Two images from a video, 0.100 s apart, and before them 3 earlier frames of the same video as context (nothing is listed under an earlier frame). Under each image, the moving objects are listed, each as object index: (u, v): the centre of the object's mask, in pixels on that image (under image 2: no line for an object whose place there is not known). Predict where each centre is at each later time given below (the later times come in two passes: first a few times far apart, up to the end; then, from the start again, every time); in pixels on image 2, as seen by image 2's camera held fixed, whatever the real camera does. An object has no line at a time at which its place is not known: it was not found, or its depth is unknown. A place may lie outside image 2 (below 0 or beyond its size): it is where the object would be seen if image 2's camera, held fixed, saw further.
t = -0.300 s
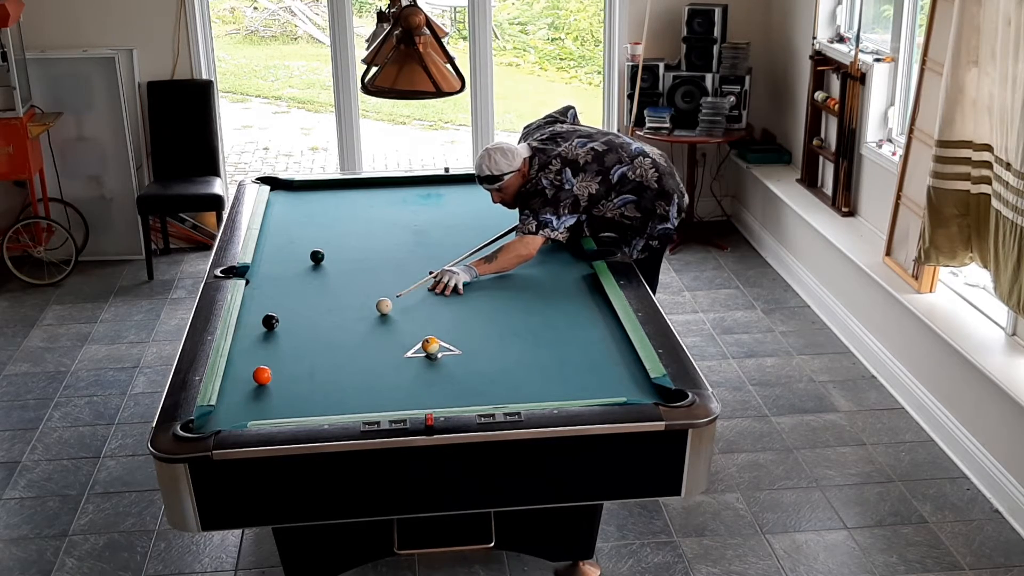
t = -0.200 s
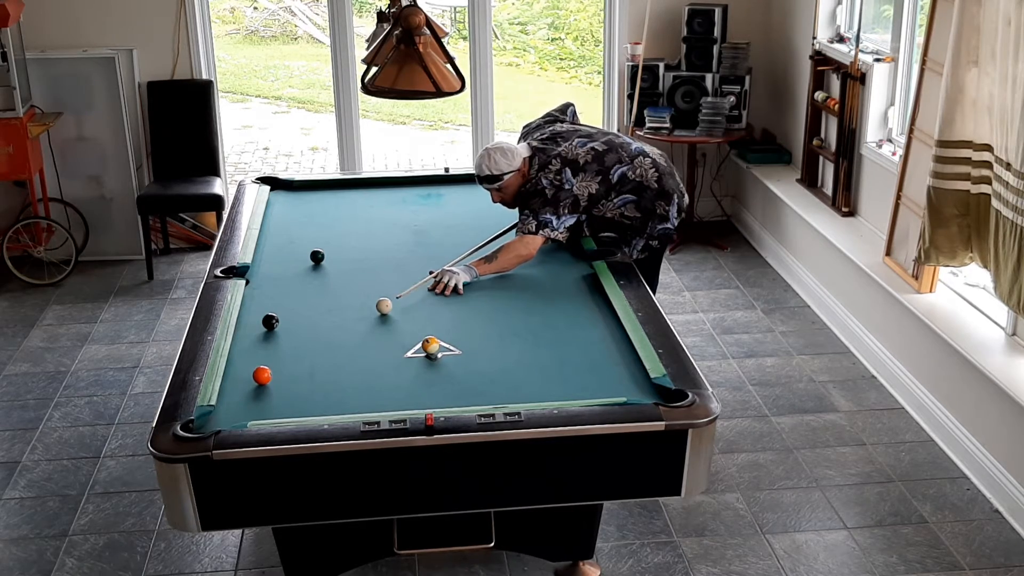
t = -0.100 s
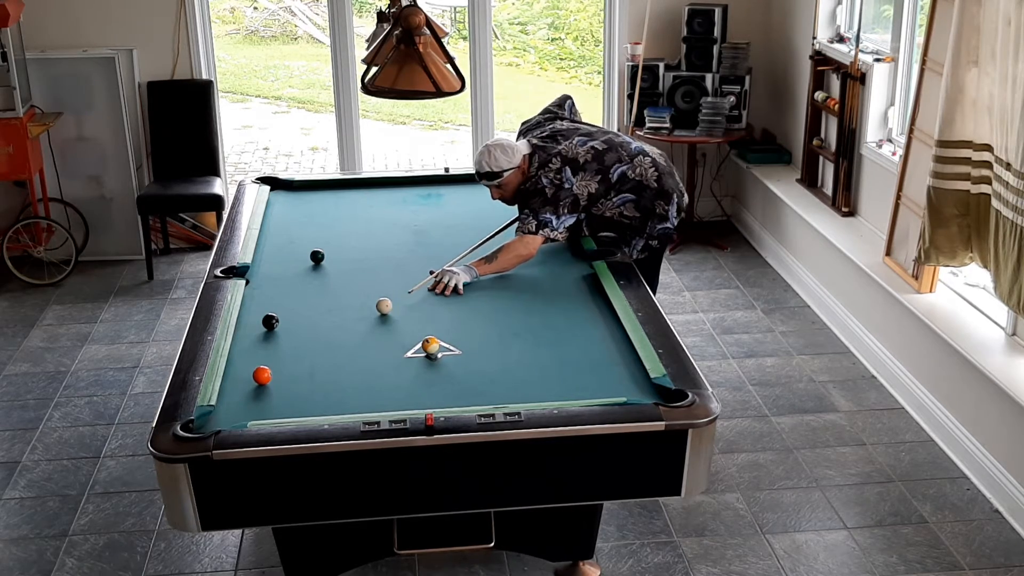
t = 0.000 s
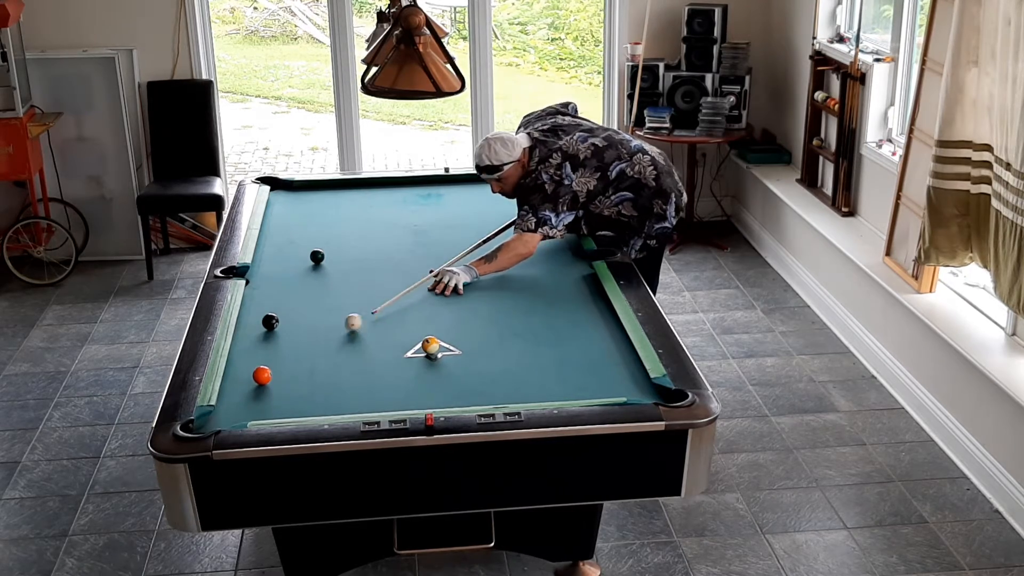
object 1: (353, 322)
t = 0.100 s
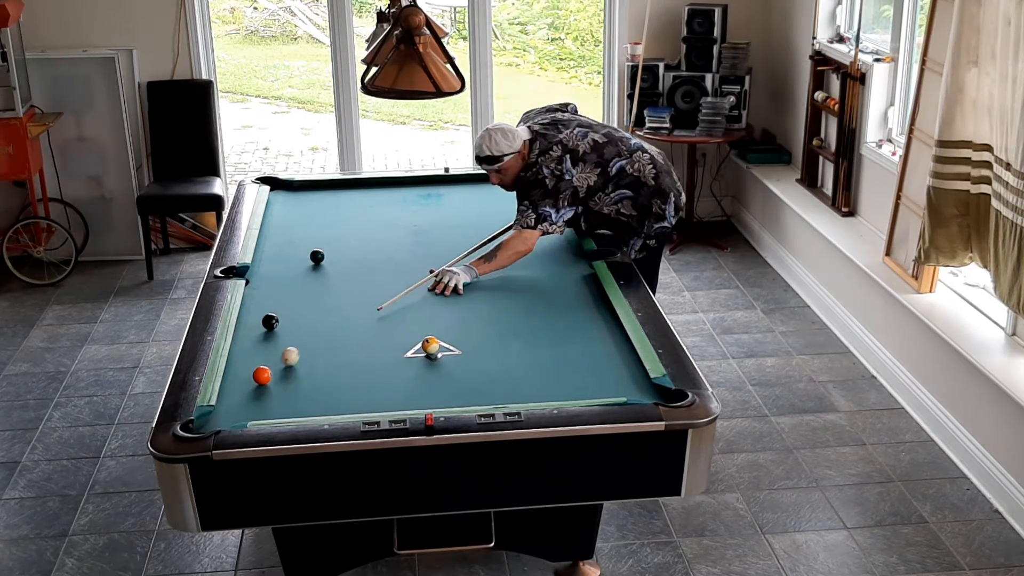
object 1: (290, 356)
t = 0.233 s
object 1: (249, 367)
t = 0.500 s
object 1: (247, 360)
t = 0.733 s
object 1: (263, 352)
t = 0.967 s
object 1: (277, 345)
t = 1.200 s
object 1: (290, 340)
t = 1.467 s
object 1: (302, 334)
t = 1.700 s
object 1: (312, 330)
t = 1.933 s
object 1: (321, 326)
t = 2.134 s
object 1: (328, 322)
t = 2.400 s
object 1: (335, 319)
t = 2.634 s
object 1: (340, 317)
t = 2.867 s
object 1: (343, 315)
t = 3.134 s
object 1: (346, 314)
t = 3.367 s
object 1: (348, 313)
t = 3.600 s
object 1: (348, 312)
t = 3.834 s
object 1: (348, 313)
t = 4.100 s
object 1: (348, 313)
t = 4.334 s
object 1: (348, 313)
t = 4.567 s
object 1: (348, 313)
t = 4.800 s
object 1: (348, 313)
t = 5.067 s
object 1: (348, 313)
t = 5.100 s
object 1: (348, 313)
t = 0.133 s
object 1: (271, 366)
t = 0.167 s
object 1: (261, 368)
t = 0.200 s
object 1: (254, 367)
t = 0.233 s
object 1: (249, 367)
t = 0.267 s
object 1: (244, 366)
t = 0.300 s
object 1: (239, 366)
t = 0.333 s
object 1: (235, 365)
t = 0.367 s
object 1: (238, 364)
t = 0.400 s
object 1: (241, 363)
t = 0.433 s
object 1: (243, 362)
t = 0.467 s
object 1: (245, 361)
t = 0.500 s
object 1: (247, 360)
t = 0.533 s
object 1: (250, 358)
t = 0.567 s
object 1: (252, 357)
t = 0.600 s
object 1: (254, 356)
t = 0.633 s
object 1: (256, 355)
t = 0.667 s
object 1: (259, 354)
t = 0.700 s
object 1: (261, 353)
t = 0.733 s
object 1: (263, 352)
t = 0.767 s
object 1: (265, 351)
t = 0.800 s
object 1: (267, 350)
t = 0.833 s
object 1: (269, 349)
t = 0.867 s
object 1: (271, 348)
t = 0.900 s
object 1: (273, 347)
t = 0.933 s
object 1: (275, 346)
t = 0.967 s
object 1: (277, 345)
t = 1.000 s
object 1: (279, 345)
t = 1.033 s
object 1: (280, 344)
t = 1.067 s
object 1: (282, 343)
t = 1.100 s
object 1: (284, 342)
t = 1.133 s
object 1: (286, 341)
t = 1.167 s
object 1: (288, 341)
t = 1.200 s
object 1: (290, 340)
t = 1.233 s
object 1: (291, 339)
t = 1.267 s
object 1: (293, 338)
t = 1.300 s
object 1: (294, 338)
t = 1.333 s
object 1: (296, 337)
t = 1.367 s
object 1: (298, 336)
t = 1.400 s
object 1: (299, 335)
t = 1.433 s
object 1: (301, 335)
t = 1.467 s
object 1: (302, 334)
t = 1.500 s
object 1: (304, 333)
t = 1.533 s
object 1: (305, 333)
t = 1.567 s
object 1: (306, 332)
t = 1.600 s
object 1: (308, 331)
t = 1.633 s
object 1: (309, 331)
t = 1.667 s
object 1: (311, 330)
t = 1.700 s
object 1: (312, 330)
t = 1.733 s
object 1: (313, 329)
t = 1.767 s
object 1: (314, 328)
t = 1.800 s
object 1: (316, 328)
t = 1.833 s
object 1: (317, 327)
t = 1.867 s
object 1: (318, 327)
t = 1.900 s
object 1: (319, 326)
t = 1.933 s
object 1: (321, 326)
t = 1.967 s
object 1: (322, 325)
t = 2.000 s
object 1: (323, 325)
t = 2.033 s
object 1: (324, 324)
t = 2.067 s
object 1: (325, 323)
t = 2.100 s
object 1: (327, 323)
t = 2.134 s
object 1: (328, 322)
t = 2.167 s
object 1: (329, 322)
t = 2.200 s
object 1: (330, 321)
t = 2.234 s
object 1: (331, 321)
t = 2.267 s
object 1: (332, 321)
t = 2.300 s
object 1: (332, 320)
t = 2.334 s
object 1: (333, 320)
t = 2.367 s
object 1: (334, 319)
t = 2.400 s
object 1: (335, 319)
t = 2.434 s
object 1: (336, 319)
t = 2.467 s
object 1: (336, 318)
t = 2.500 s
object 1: (337, 318)
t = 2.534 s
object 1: (338, 318)
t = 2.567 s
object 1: (338, 317)
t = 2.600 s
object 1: (339, 317)
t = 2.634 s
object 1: (340, 317)
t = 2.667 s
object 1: (341, 317)
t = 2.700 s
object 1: (341, 316)
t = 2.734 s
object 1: (341, 316)
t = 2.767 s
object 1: (342, 316)
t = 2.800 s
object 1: (343, 316)
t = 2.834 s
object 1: (343, 316)
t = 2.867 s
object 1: (343, 315)
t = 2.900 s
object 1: (344, 315)
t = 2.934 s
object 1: (344, 315)
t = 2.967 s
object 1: (345, 315)
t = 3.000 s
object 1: (345, 314)
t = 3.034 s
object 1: (345, 314)
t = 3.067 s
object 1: (346, 314)
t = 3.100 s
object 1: (346, 314)
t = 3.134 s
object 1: (346, 314)
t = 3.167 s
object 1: (347, 314)
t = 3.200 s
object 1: (347, 313)
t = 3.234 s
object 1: (347, 313)
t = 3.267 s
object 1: (347, 313)
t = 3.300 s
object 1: (348, 313)
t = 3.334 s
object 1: (348, 313)
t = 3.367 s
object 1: (348, 313)
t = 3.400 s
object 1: (348, 313)
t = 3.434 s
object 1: (348, 313)
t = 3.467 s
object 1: (348, 313)
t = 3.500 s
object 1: (348, 312)
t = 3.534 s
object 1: (348, 313)
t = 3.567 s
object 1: (348, 312)
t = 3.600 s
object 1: (348, 312)
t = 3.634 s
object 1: (348, 312)
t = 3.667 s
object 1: (348, 312)
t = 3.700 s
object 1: (348, 312)
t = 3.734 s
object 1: (348, 312)
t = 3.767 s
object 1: (348, 312)
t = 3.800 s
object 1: (348, 313)
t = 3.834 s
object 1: (348, 313)
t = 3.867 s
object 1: (348, 313)
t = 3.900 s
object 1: (348, 313)
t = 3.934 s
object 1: (348, 313)
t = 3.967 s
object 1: (348, 313)
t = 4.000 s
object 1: (348, 313)
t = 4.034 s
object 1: (348, 313)
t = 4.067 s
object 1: (348, 313)
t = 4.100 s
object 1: (348, 313)
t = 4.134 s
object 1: (348, 313)
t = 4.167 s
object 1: (348, 313)
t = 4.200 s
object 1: (348, 313)
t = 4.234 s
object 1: (348, 313)
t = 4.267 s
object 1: (348, 313)
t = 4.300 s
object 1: (348, 313)
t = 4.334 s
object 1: (348, 313)
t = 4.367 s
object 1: (348, 313)
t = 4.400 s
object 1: (348, 313)
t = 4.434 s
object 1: (348, 313)
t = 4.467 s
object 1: (348, 313)
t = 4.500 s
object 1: (348, 313)
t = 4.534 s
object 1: (348, 313)
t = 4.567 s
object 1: (348, 313)
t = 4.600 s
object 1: (348, 313)
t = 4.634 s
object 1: (348, 313)
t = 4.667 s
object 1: (348, 313)
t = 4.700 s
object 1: (348, 313)
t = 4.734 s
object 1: (348, 313)
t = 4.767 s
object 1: (348, 313)
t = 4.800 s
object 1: (348, 313)
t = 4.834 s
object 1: (348, 313)
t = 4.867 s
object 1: (348, 313)
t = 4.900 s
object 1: (348, 313)
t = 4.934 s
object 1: (348, 313)
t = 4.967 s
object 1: (348, 313)
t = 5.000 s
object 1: (348, 313)
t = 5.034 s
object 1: (348, 313)
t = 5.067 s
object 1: (348, 313)
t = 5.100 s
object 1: (348, 313)
